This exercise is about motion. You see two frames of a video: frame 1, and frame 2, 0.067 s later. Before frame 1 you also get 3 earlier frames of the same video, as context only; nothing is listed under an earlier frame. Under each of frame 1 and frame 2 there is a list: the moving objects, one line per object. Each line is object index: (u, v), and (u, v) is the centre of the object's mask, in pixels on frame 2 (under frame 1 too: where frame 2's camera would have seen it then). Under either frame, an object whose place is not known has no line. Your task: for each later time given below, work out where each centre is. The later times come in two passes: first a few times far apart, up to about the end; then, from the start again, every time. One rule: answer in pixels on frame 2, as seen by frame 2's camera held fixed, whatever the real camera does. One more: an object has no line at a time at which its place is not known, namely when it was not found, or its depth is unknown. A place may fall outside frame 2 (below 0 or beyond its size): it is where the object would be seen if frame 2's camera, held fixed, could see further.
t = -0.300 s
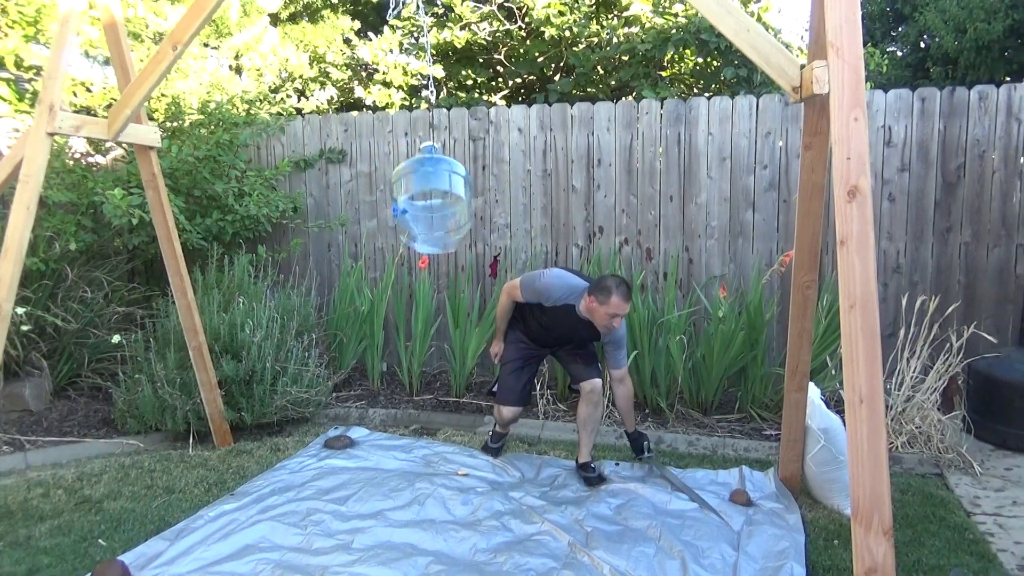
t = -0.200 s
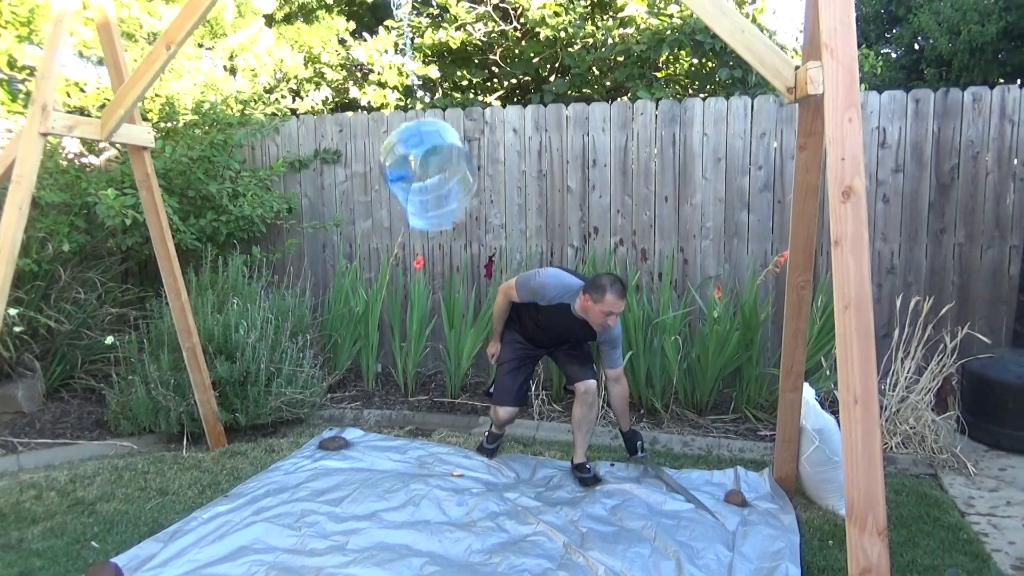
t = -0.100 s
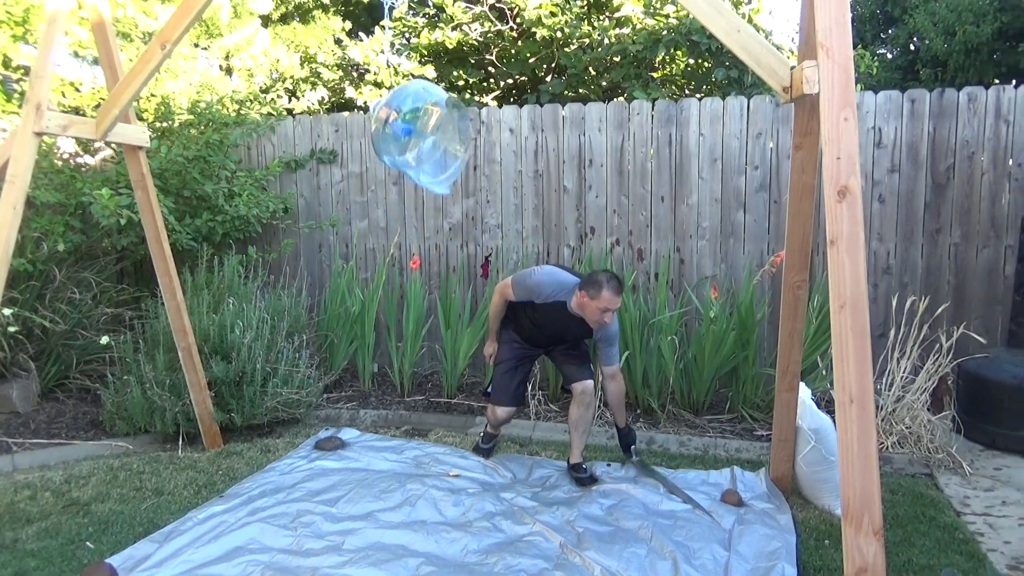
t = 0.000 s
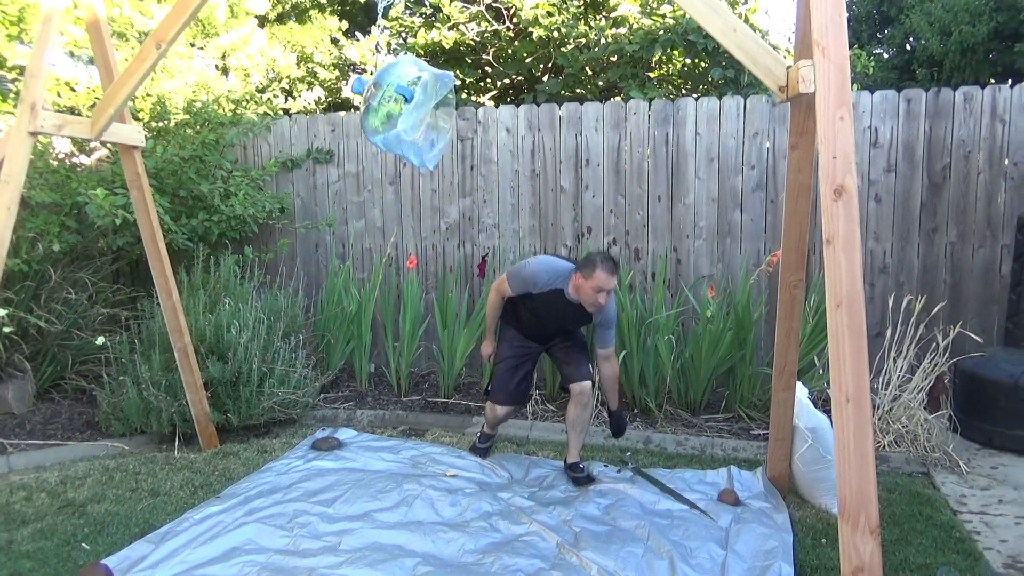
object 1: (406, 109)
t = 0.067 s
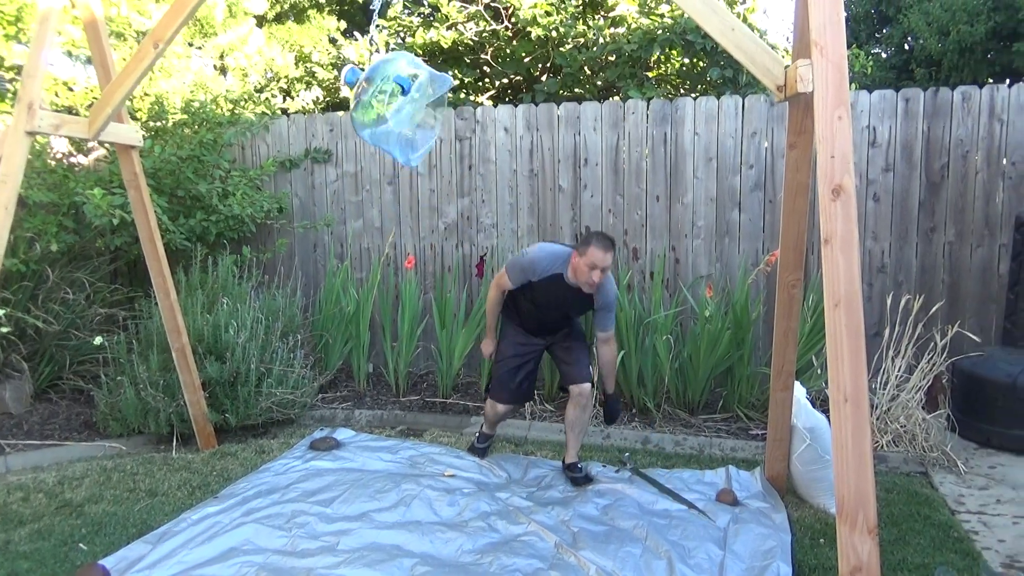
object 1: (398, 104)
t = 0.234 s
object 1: (378, 138)
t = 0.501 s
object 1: (372, 209)
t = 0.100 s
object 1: (394, 106)
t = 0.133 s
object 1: (390, 112)
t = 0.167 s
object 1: (386, 119)
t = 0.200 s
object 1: (382, 128)
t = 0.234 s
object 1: (378, 138)
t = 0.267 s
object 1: (374, 148)
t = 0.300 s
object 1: (370, 157)
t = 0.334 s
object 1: (367, 166)
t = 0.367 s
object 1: (367, 174)
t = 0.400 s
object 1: (368, 183)
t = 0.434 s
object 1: (369, 194)
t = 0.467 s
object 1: (370, 203)
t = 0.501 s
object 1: (372, 209)
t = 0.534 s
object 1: (377, 211)
